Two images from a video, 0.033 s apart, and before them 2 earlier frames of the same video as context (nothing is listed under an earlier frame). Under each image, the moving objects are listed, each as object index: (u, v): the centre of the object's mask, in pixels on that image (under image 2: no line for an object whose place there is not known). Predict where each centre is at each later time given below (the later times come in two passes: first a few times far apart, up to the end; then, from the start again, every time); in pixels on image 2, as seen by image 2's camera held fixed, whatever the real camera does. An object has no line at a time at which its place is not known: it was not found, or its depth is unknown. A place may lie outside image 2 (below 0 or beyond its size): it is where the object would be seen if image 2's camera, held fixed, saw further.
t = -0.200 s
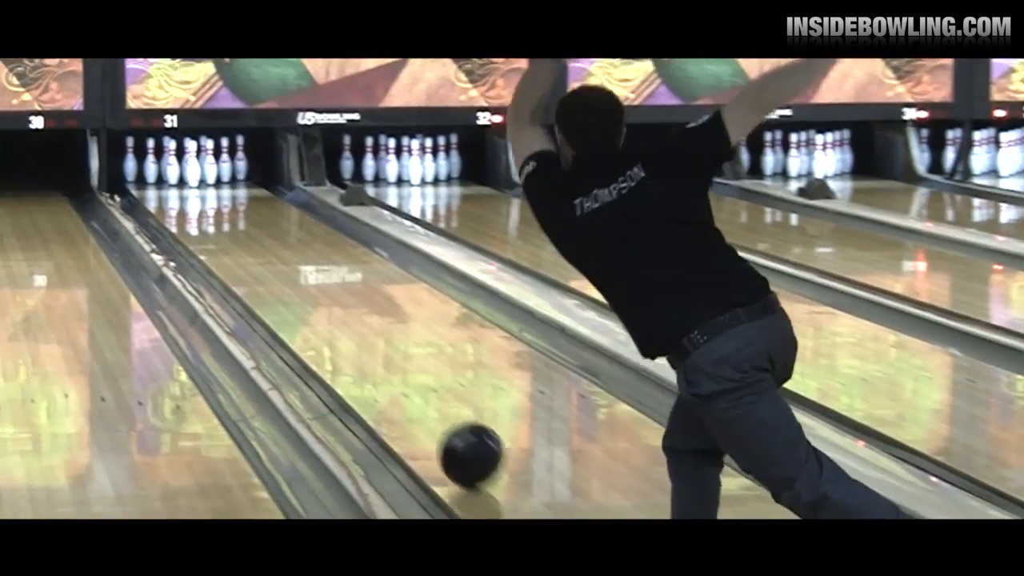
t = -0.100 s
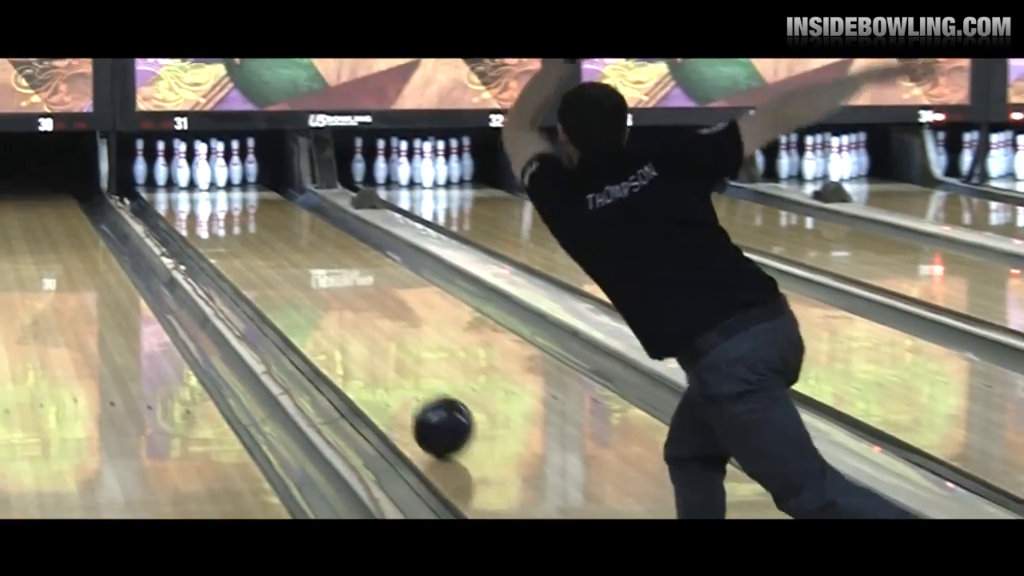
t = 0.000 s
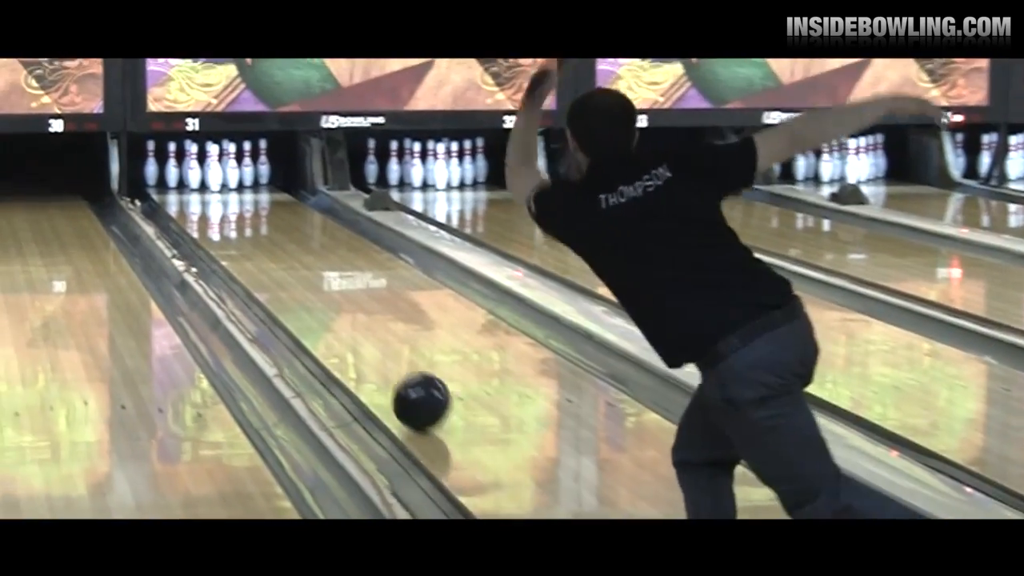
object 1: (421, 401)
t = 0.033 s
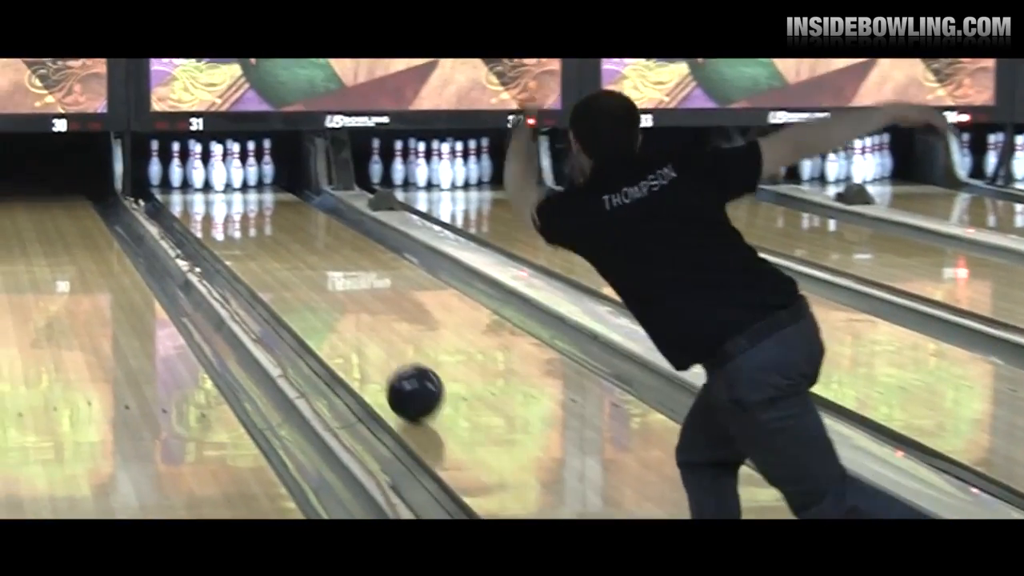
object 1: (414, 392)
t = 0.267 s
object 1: (352, 342)
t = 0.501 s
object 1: (304, 301)
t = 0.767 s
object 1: (264, 266)
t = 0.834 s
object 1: (255, 259)
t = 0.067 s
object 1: (404, 383)
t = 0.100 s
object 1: (395, 375)
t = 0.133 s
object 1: (385, 368)
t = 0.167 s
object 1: (376, 361)
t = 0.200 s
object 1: (367, 354)
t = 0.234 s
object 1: (359, 348)
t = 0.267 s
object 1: (352, 342)
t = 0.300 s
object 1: (344, 335)
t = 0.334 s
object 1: (337, 329)
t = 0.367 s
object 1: (329, 323)
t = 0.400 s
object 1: (323, 317)
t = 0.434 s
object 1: (316, 312)
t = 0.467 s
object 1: (310, 307)
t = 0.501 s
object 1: (304, 301)
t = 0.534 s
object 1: (298, 296)
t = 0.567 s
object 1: (293, 291)
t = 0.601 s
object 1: (288, 287)
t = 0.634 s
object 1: (283, 282)
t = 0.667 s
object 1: (278, 278)
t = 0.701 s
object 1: (273, 274)
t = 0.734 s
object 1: (269, 270)
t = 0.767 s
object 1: (264, 266)
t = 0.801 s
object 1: (259, 262)
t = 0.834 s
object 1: (255, 259)
